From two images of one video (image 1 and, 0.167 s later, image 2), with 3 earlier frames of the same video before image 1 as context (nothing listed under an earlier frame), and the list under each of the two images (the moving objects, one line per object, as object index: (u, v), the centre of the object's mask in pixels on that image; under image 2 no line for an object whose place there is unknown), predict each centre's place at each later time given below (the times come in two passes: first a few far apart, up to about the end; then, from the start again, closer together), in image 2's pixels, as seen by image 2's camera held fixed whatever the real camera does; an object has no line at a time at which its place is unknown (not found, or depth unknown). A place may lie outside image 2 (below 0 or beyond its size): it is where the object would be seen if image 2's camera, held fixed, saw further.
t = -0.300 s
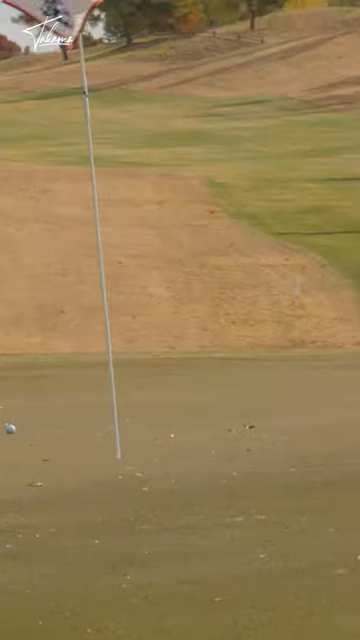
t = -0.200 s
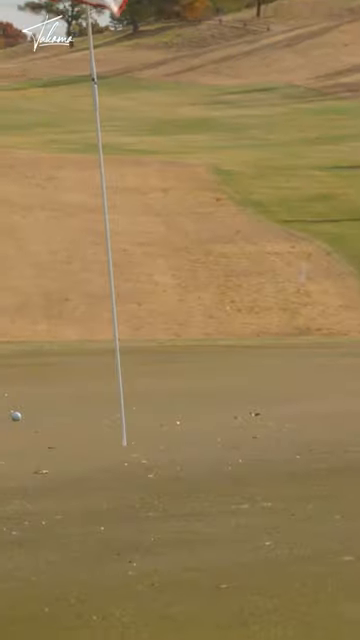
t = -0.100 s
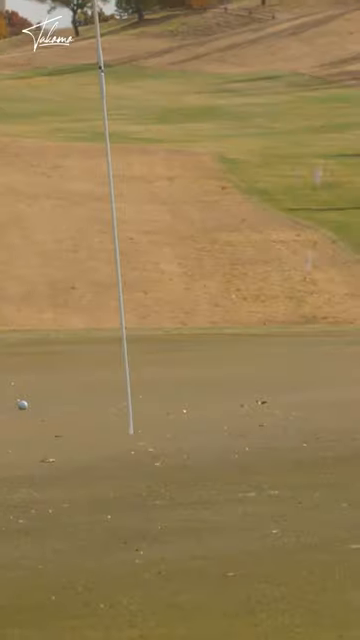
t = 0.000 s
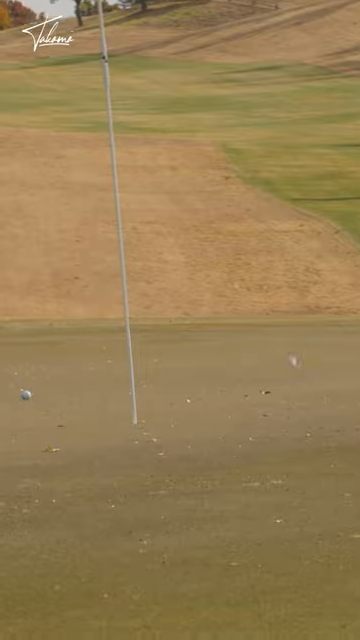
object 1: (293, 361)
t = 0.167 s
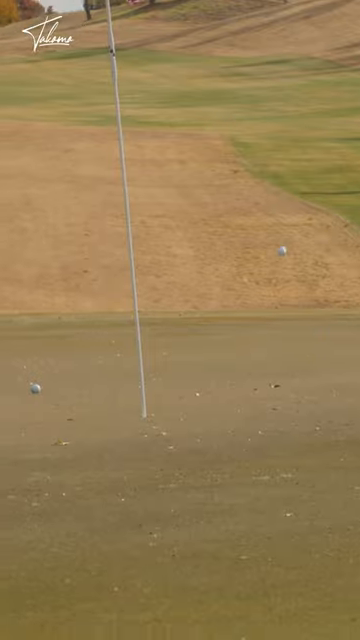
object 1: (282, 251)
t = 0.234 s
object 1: (274, 221)
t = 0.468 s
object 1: (246, 194)
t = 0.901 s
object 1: (188, 365)
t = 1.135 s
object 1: (157, 384)
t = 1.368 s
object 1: (121, 398)
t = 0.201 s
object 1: (277, 236)
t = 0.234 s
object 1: (274, 221)
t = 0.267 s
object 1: (270, 212)
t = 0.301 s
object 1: (266, 204)
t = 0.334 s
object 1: (262, 198)
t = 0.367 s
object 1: (258, 192)
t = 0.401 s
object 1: (254, 191)
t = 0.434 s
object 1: (250, 192)
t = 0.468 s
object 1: (246, 194)
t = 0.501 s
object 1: (242, 199)
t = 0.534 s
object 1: (237, 208)
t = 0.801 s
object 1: (202, 365)
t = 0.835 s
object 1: (198, 383)
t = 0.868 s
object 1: (194, 373)
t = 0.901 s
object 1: (188, 365)
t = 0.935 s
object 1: (185, 360)
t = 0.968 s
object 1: (180, 358)
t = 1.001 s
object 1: (176, 358)
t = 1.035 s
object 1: (171, 360)
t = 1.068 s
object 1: (166, 365)
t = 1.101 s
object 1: (162, 373)
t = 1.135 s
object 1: (157, 384)
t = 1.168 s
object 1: (152, 393)
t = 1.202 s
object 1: (148, 387)
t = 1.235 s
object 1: (142, 385)
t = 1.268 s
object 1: (136, 386)
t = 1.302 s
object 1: (131, 389)
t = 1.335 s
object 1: (126, 395)
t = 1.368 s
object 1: (121, 398)
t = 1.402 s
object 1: (116, 397)
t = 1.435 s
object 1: (110, 400)
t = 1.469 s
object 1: (106, 401)
